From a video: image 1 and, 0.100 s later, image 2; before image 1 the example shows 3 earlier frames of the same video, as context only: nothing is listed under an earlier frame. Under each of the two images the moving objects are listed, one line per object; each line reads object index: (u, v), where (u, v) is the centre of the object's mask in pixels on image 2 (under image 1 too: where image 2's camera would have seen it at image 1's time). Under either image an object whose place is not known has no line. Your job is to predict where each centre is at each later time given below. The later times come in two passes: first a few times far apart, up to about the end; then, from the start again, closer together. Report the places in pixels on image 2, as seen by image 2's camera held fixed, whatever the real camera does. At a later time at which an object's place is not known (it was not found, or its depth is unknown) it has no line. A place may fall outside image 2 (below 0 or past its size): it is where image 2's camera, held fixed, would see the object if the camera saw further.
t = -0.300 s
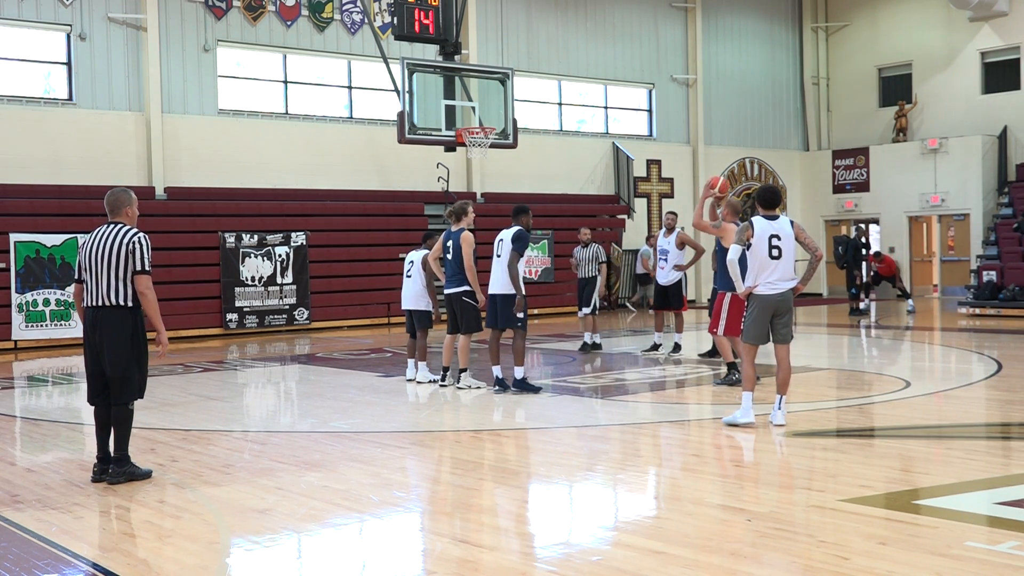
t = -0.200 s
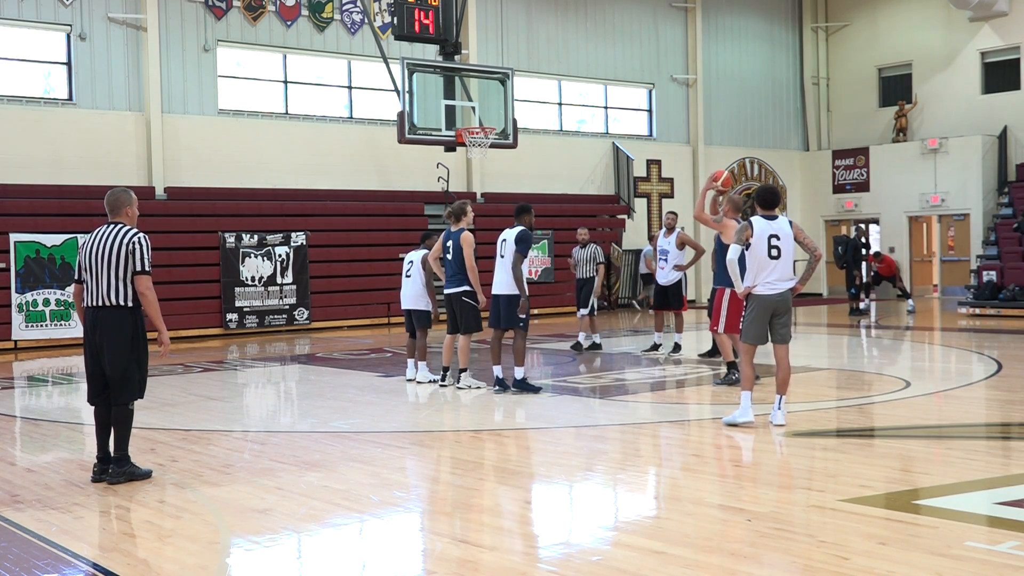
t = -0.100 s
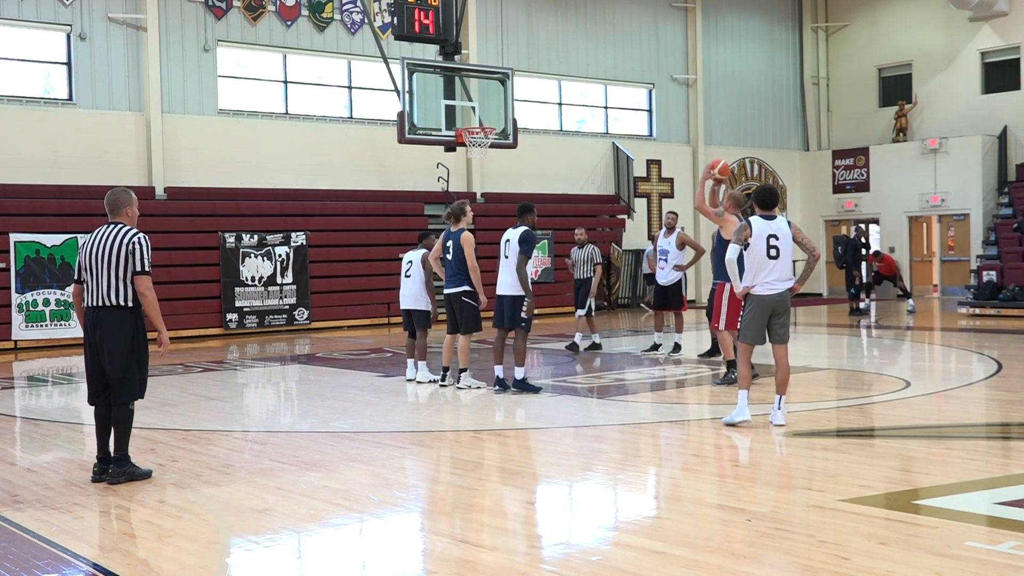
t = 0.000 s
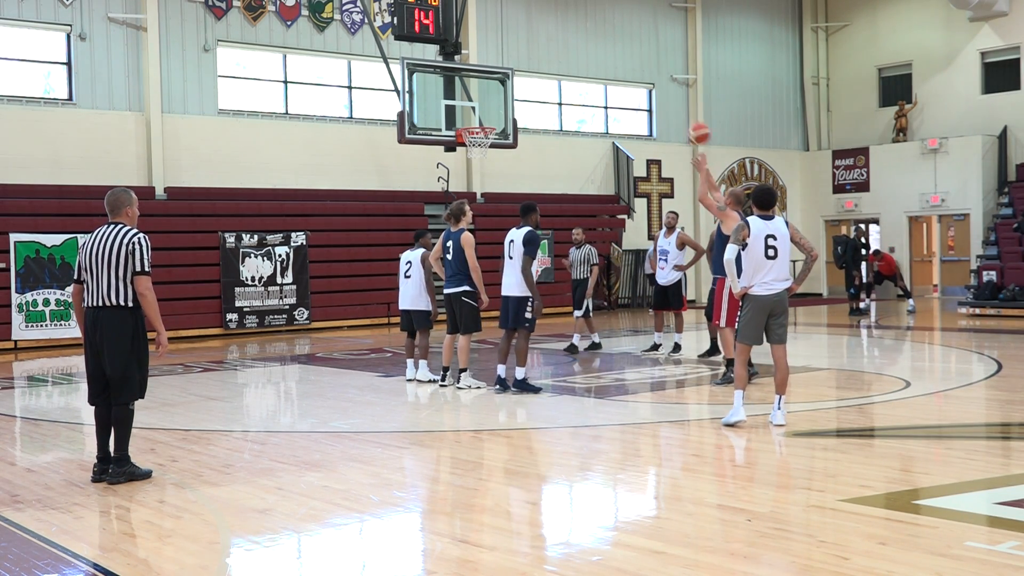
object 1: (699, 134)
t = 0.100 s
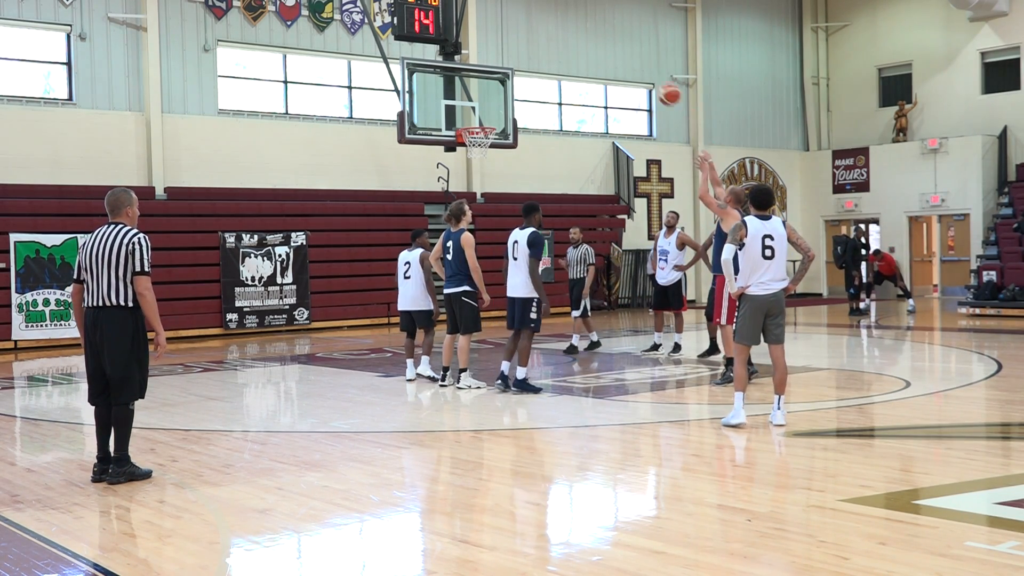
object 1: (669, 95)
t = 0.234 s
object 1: (633, 58)
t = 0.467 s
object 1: (576, 35)
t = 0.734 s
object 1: (518, 62)
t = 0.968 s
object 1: (476, 122)
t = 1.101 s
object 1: (484, 166)
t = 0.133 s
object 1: (660, 84)
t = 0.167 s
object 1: (651, 74)
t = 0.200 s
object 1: (642, 66)
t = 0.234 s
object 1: (633, 58)
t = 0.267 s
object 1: (624, 52)
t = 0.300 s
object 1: (615, 47)
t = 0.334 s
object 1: (607, 43)
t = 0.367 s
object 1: (599, 39)
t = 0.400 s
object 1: (591, 37)
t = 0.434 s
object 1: (583, 35)
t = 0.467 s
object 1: (576, 35)
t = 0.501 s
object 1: (568, 35)
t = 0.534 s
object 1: (560, 37)
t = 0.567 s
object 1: (553, 38)
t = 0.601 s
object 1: (546, 42)
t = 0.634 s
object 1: (539, 46)
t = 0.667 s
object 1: (532, 50)
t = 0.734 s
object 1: (518, 62)
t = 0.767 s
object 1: (512, 69)
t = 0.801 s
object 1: (505, 76)
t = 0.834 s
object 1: (499, 85)
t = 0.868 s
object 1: (493, 94)
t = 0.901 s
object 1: (487, 104)
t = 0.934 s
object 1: (480, 114)
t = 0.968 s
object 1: (476, 122)
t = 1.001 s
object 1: (474, 136)
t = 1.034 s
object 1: (476, 142)
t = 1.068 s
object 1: (482, 158)
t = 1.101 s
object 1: (484, 166)
